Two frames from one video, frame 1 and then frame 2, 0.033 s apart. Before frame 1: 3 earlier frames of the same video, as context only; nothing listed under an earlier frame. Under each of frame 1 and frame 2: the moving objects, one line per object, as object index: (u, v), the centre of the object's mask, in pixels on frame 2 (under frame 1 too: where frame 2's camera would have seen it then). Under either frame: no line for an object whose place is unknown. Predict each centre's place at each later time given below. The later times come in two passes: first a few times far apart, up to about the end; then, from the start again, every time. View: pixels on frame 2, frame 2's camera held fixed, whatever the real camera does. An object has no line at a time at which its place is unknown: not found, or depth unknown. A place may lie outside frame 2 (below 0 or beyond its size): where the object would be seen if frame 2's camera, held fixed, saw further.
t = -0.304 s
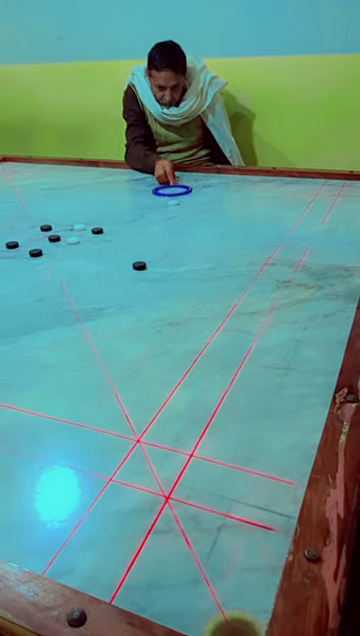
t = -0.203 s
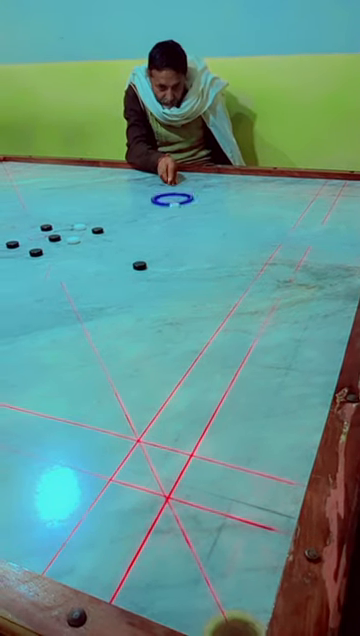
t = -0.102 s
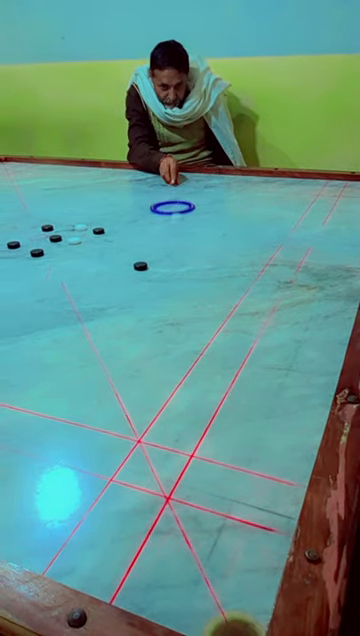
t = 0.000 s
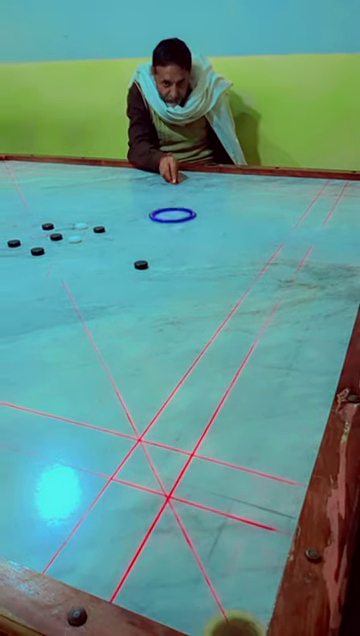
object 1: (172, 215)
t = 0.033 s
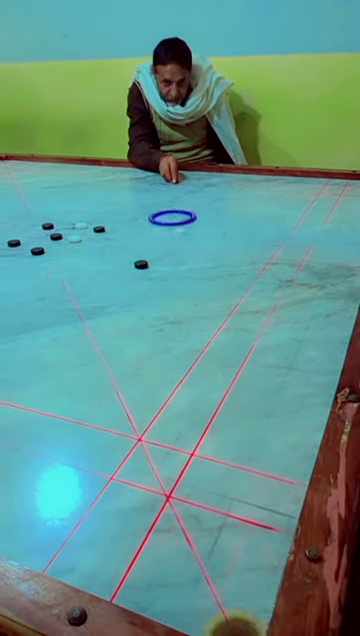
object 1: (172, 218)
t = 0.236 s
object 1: (171, 239)
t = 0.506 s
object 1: (173, 272)
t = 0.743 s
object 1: (182, 308)
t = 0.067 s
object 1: (172, 221)
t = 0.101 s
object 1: (172, 224)
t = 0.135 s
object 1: (171, 228)
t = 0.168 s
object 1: (171, 231)
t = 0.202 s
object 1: (171, 235)
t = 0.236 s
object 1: (171, 239)
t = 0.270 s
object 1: (170, 243)
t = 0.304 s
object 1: (170, 247)
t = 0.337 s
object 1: (170, 251)
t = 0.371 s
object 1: (170, 255)
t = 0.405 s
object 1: (170, 259)
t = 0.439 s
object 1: (172, 263)
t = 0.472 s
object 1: (172, 268)
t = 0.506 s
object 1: (173, 272)
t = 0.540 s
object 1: (175, 277)
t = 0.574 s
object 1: (176, 281)
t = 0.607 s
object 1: (177, 286)
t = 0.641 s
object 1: (178, 291)
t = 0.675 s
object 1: (180, 297)
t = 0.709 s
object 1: (181, 302)
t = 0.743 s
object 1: (182, 308)
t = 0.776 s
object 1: (184, 314)
